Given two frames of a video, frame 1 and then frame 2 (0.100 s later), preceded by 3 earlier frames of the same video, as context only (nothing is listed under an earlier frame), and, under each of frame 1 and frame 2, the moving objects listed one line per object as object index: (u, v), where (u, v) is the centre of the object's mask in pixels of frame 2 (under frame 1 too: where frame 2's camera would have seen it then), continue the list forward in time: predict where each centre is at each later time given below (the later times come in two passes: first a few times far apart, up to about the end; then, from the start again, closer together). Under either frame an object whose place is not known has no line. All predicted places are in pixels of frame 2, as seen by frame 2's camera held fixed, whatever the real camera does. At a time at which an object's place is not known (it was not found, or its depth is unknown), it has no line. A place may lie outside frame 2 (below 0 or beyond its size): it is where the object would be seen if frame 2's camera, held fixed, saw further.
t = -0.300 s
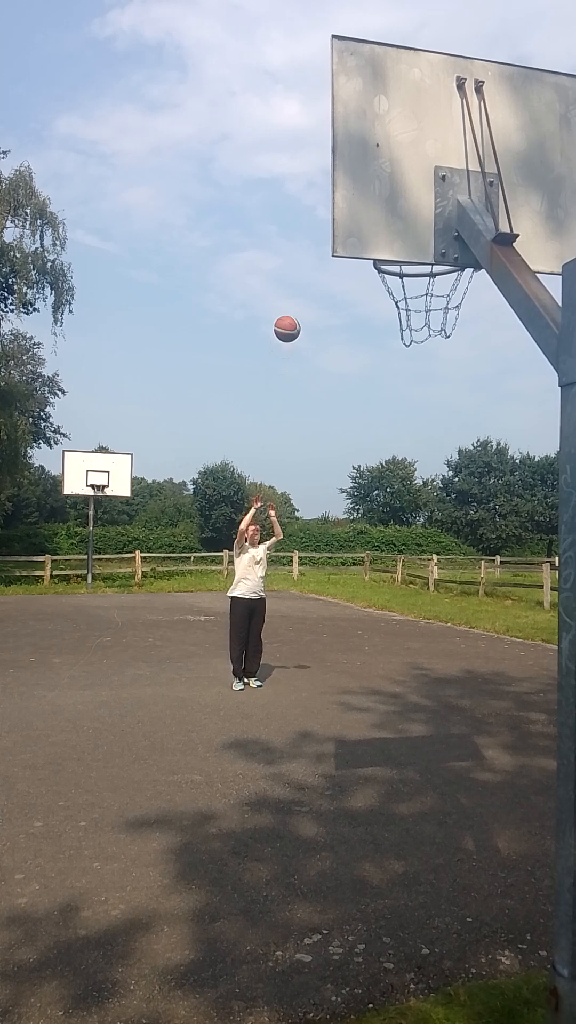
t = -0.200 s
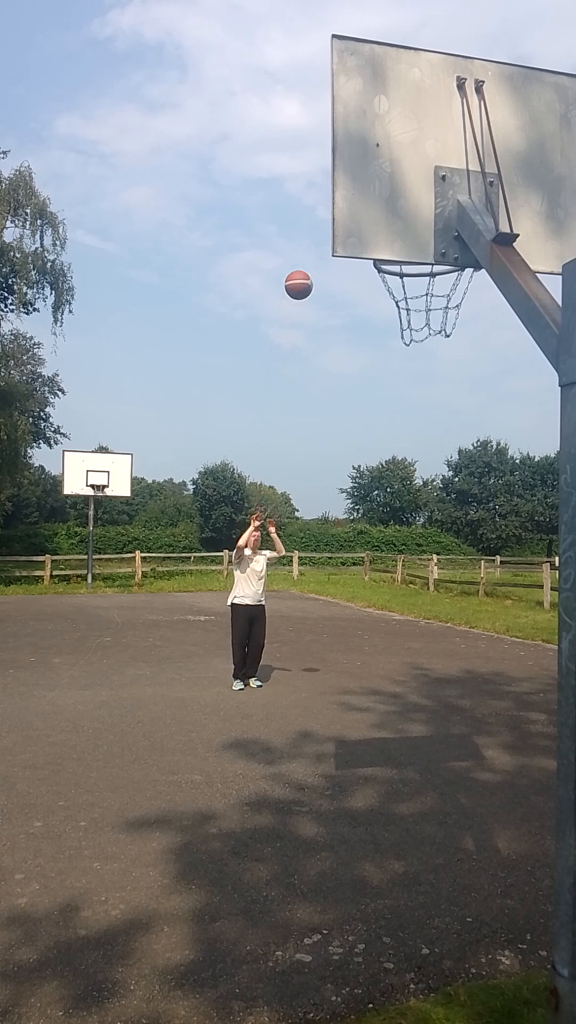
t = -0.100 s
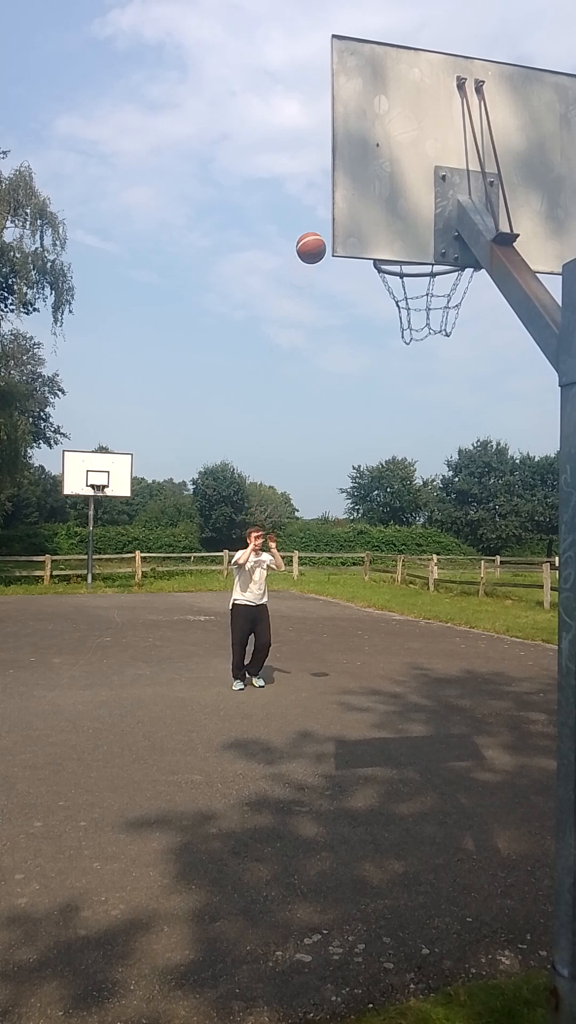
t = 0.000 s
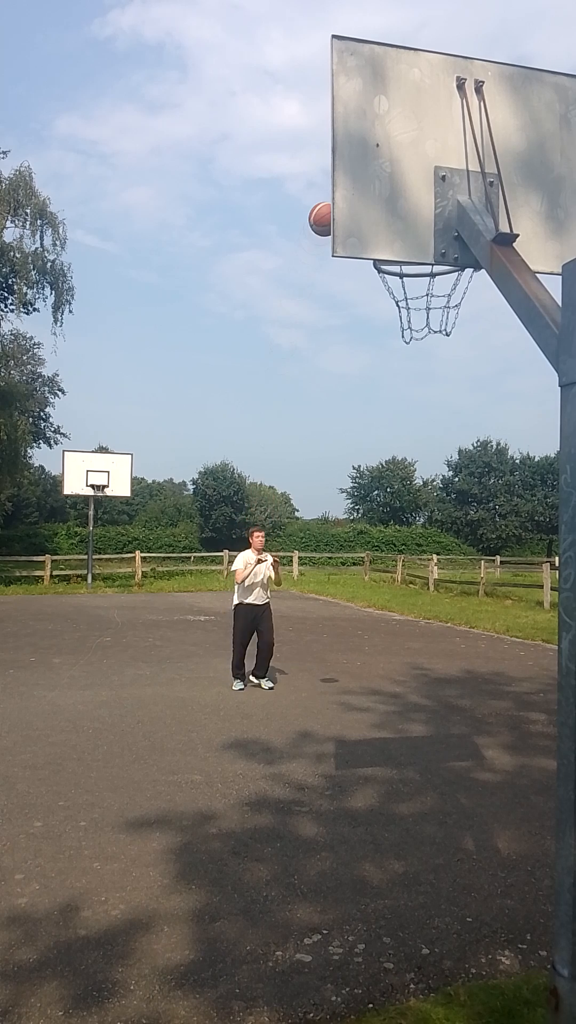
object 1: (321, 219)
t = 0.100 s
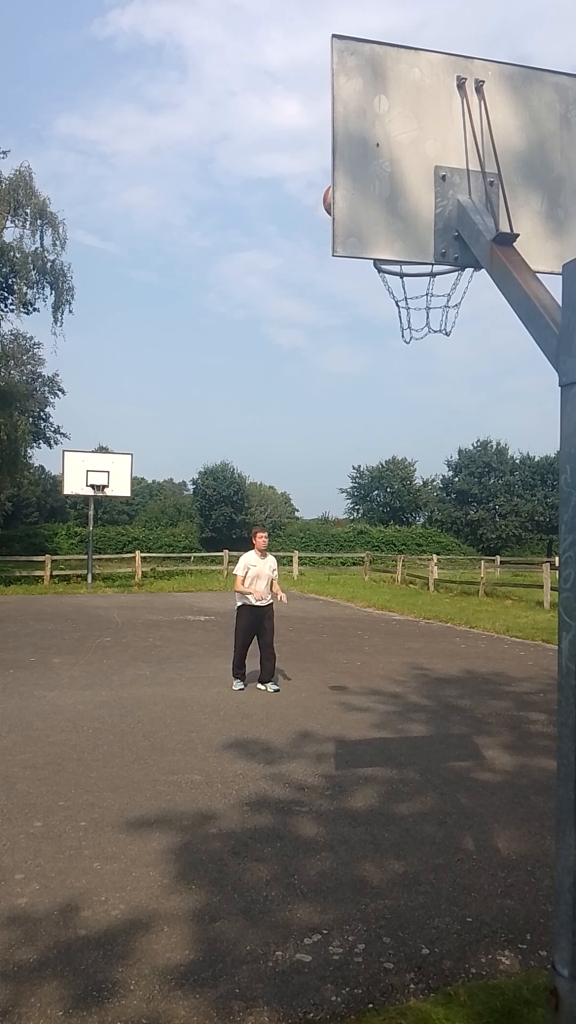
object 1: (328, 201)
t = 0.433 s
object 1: (414, 269)
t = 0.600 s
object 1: (429, 309)
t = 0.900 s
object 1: (417, 474)
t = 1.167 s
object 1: (407, 744)
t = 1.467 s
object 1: (383, 641)
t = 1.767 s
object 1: (356, 533)
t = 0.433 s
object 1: (414, 269)
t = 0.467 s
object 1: (422, 271)
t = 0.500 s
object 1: (431, 275)
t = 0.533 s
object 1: (432, 282)
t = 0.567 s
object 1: (430, 293)
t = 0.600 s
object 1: (429, 309)
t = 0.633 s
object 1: (427, 322)
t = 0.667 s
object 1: (426, 335)
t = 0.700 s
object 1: (425, 349)
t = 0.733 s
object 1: (424, 365)
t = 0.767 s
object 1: (423, 383)
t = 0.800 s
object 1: (422, 403)
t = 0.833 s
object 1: (420, 425)
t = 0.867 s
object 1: (419, 449)
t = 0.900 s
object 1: (417, 474)
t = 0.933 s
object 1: (415, 502)
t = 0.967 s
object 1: (415, 531)
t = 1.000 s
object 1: (413, 562)
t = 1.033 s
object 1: (412, 595)
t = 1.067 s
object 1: (410, 630)
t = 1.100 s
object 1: (409, 666)
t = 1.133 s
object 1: (408, 704)
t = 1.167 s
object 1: (407, 744)
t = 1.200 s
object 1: (405, 786)
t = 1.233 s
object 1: (403, 829)
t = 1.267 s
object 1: (401, 817)
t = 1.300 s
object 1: (398, 781)
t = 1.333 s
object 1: (395, 748)
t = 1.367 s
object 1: (393, 717)
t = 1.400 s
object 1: (389, 689)
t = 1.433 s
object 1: (386, 664)
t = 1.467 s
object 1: (383, 641)
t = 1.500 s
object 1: (380, 620)
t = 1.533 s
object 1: (377, 602)
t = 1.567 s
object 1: (374, 585)
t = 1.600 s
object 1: (371, 572)
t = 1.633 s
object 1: (368, 560)
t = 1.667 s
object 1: (365, 550)
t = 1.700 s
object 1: (362, 542)
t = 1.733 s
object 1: (359, 537)
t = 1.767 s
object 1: (356, 533)
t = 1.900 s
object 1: (344, 535)
